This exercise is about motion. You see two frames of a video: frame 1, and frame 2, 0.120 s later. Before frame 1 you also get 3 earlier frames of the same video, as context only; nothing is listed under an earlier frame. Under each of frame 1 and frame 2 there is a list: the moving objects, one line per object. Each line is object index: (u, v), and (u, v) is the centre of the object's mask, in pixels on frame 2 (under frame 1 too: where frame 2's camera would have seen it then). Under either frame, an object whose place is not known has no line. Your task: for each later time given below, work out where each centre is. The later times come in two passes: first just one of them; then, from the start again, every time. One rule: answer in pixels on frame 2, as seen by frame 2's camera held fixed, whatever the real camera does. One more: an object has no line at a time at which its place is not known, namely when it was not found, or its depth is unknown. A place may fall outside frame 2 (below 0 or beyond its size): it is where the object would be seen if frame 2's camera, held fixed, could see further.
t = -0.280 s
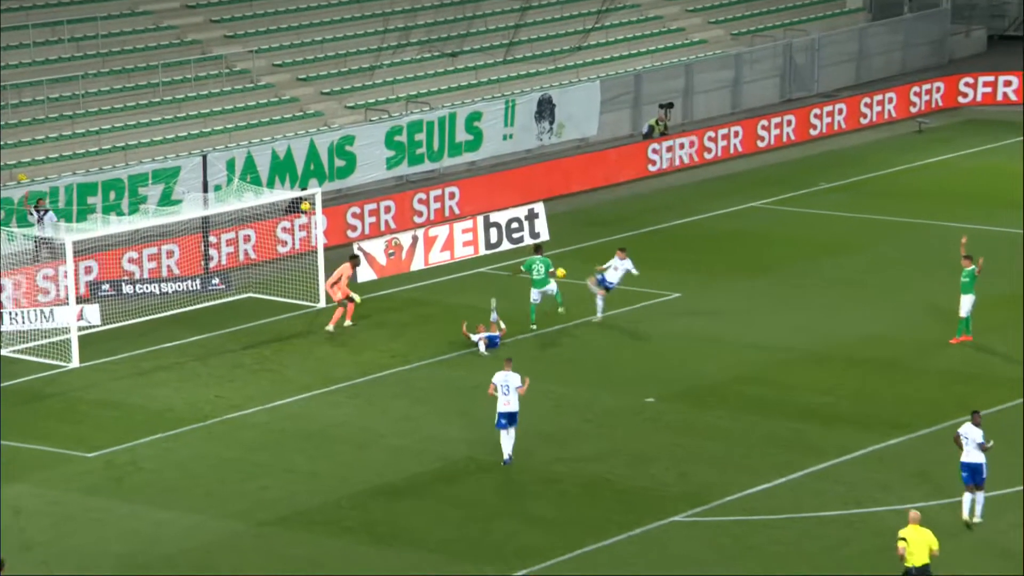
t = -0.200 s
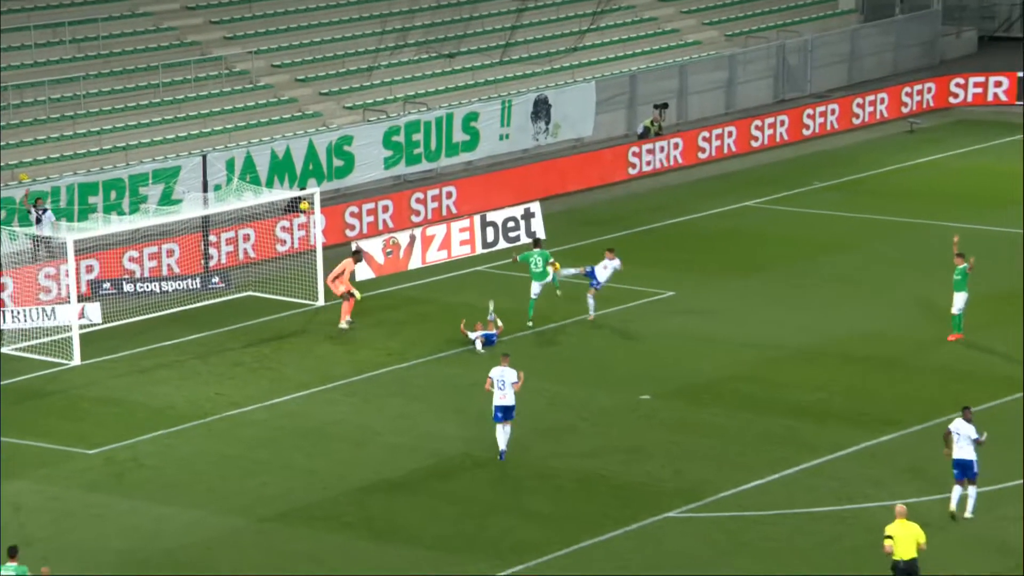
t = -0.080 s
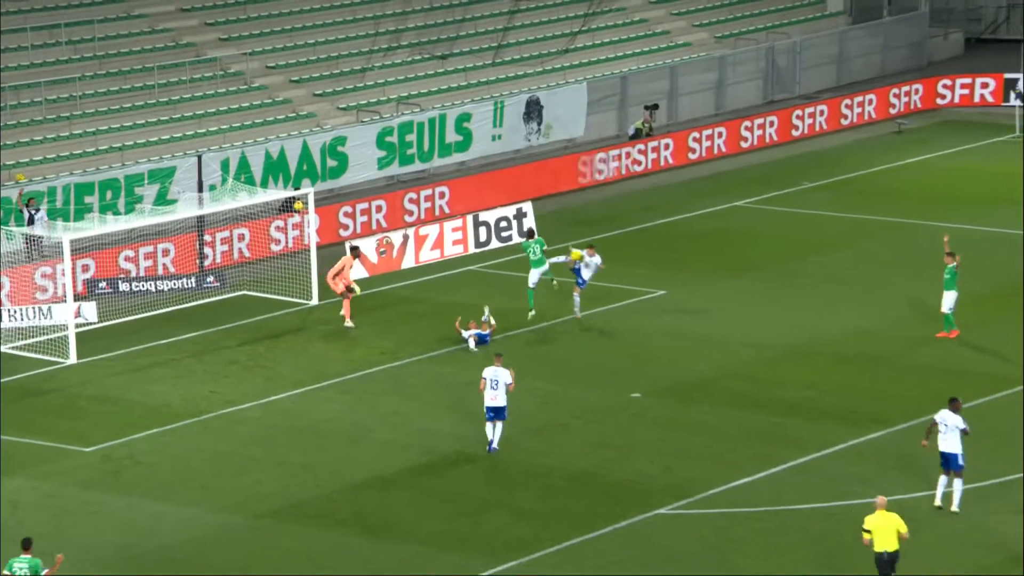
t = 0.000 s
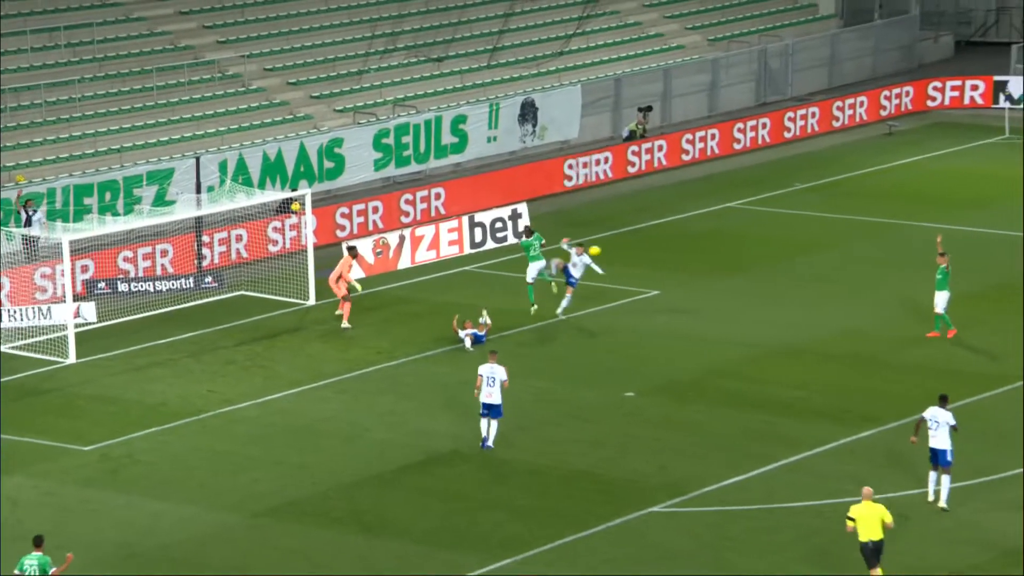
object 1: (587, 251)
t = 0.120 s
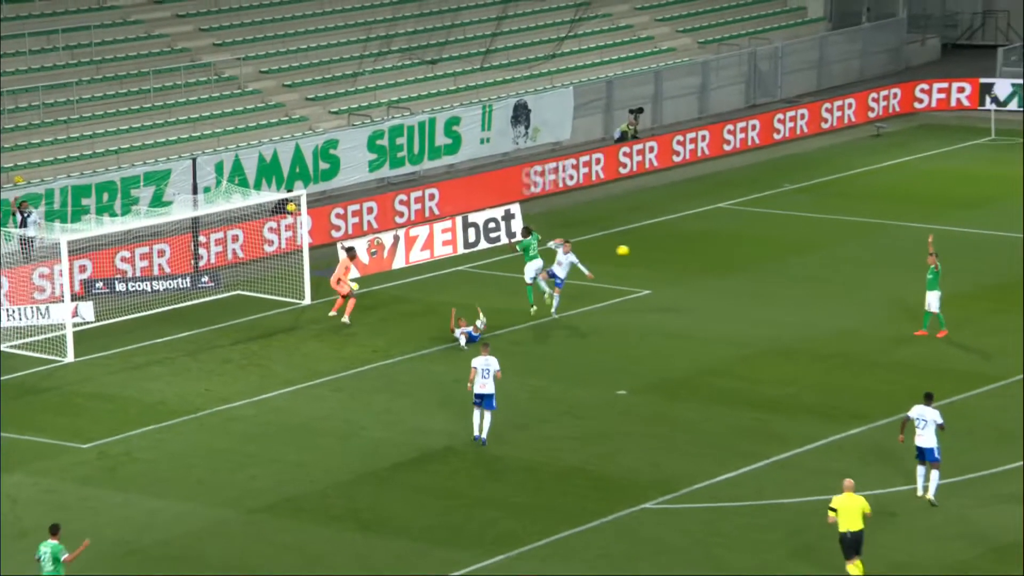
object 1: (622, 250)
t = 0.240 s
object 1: (658, 257)
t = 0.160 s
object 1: (634, 252)
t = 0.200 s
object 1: (646, 254)
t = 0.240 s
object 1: (658, 257)
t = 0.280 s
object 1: (670, 260)
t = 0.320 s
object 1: (682, 265)
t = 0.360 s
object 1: (694, 271)
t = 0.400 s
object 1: (705, 277)
